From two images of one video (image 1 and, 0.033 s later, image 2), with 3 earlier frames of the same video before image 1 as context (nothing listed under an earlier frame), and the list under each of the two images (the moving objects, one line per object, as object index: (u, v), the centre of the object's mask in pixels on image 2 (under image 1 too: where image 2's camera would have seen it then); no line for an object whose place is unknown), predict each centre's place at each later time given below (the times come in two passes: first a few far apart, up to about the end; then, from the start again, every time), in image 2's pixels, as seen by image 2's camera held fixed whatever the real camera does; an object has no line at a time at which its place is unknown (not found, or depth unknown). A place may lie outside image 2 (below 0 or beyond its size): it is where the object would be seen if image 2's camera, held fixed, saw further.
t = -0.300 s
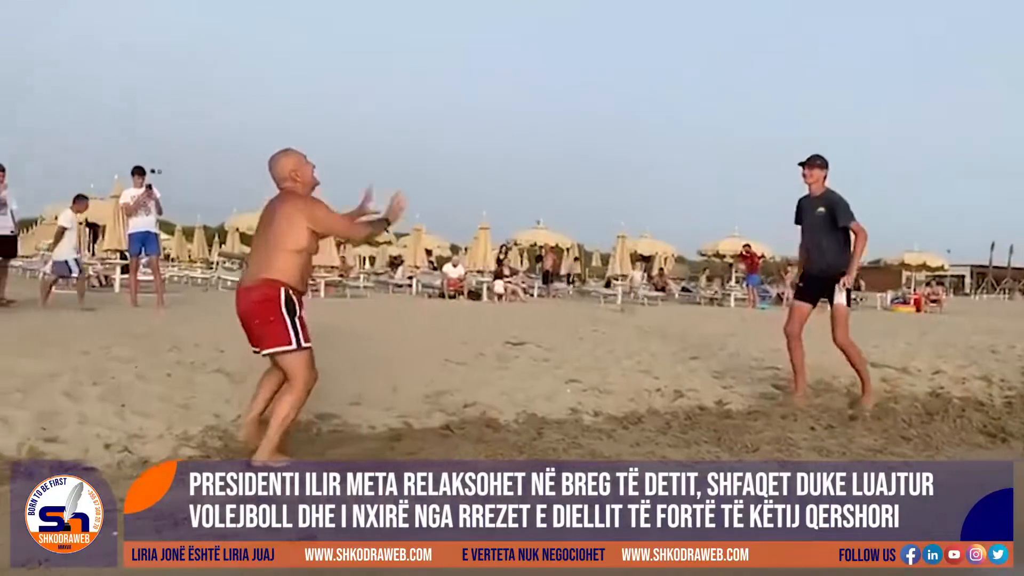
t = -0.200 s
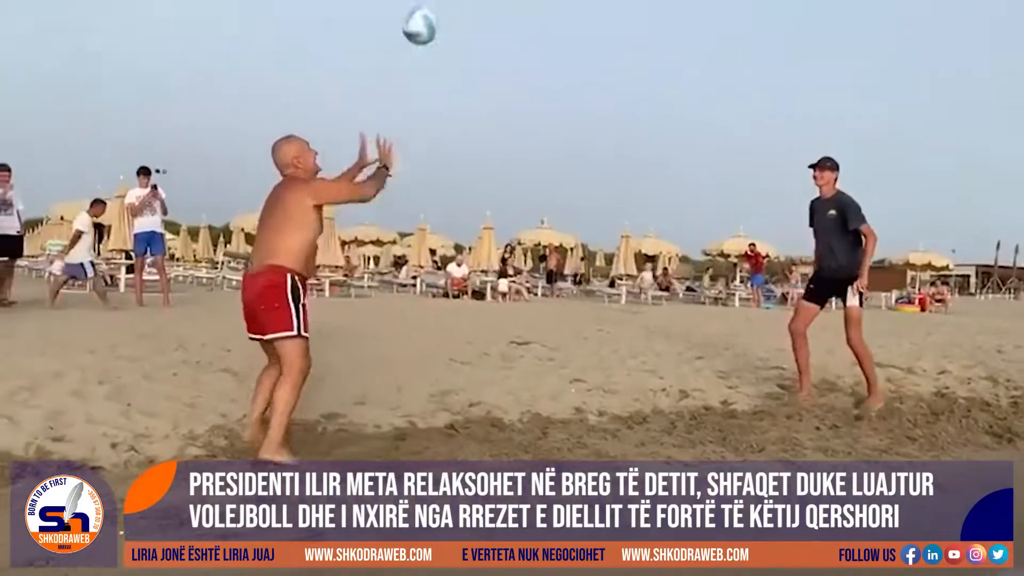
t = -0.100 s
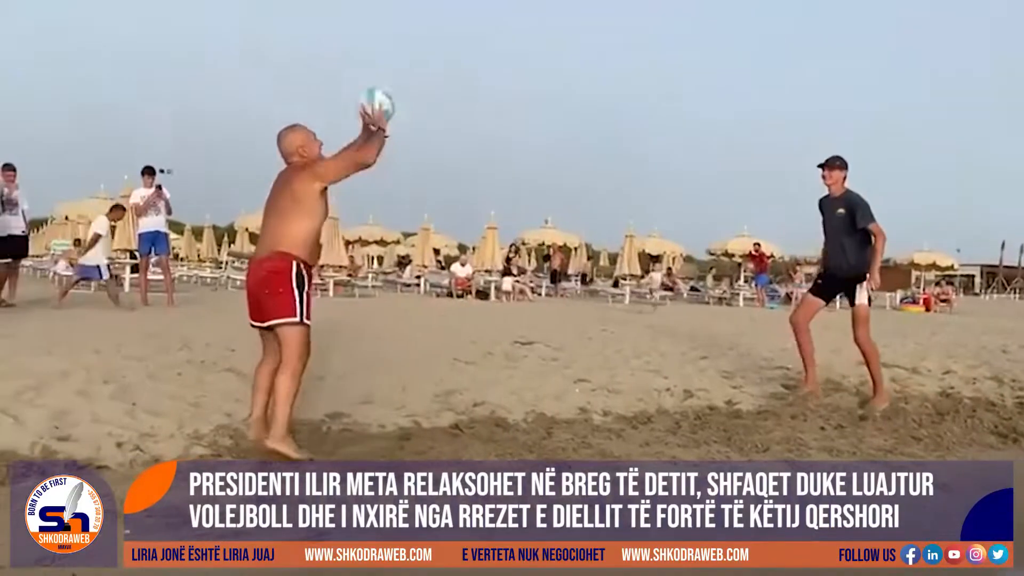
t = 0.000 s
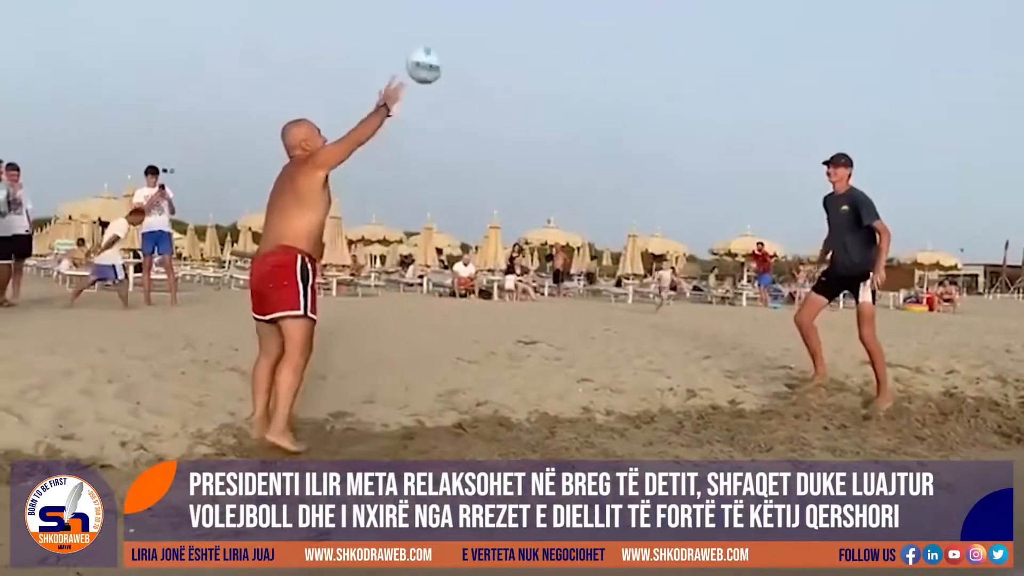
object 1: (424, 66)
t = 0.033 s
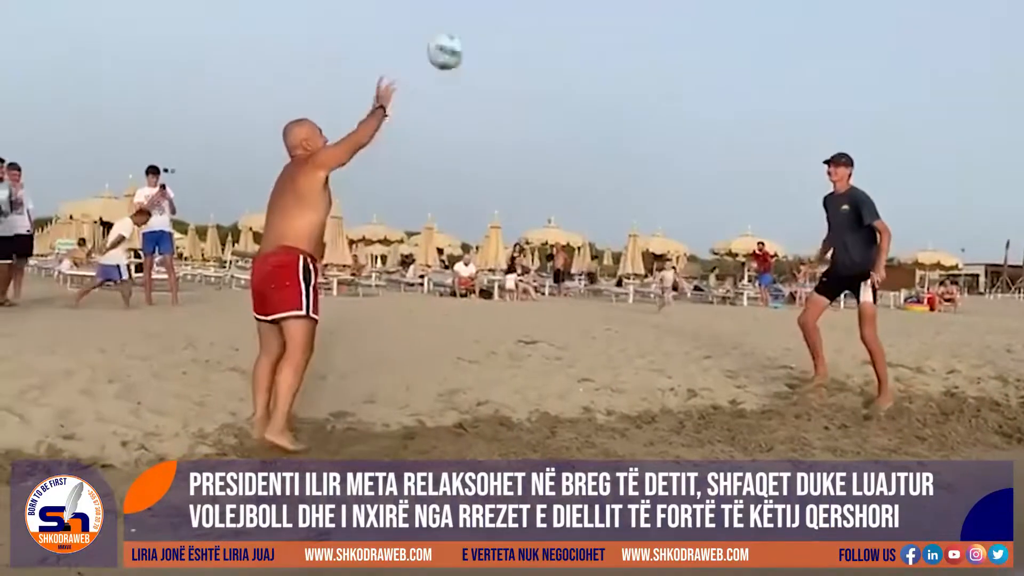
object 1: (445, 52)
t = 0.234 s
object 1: (554, 14)
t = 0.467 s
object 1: (660, 47)
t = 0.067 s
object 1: (464, 40)
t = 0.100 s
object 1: (483, 31)
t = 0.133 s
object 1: (502, 23)
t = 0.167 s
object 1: (520, 17)
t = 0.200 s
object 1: (537, 16)
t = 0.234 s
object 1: (554, 14)
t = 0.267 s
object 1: (571, 15)
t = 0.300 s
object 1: (586, 16)
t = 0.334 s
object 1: (601, 18)
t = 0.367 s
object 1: (616, 23)
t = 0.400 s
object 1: (631, 30)
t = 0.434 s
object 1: (646, 37)
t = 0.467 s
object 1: (660, 47)
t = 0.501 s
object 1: (673, 58)
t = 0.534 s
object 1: (686, 70)
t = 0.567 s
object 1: (699, 84)
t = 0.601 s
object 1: (710, 99)
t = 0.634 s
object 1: (722, 115)
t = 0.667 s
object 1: (732, 132)
